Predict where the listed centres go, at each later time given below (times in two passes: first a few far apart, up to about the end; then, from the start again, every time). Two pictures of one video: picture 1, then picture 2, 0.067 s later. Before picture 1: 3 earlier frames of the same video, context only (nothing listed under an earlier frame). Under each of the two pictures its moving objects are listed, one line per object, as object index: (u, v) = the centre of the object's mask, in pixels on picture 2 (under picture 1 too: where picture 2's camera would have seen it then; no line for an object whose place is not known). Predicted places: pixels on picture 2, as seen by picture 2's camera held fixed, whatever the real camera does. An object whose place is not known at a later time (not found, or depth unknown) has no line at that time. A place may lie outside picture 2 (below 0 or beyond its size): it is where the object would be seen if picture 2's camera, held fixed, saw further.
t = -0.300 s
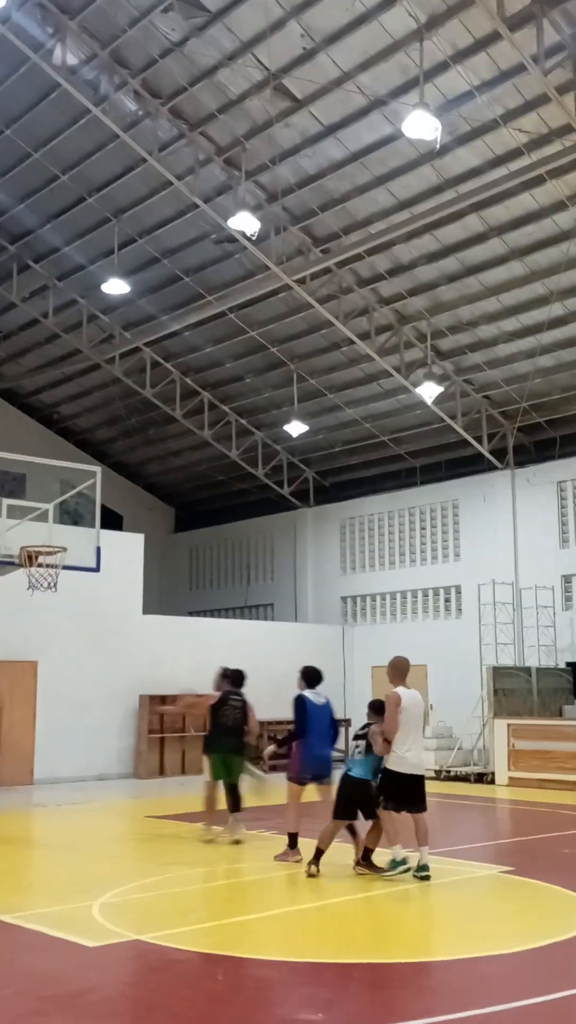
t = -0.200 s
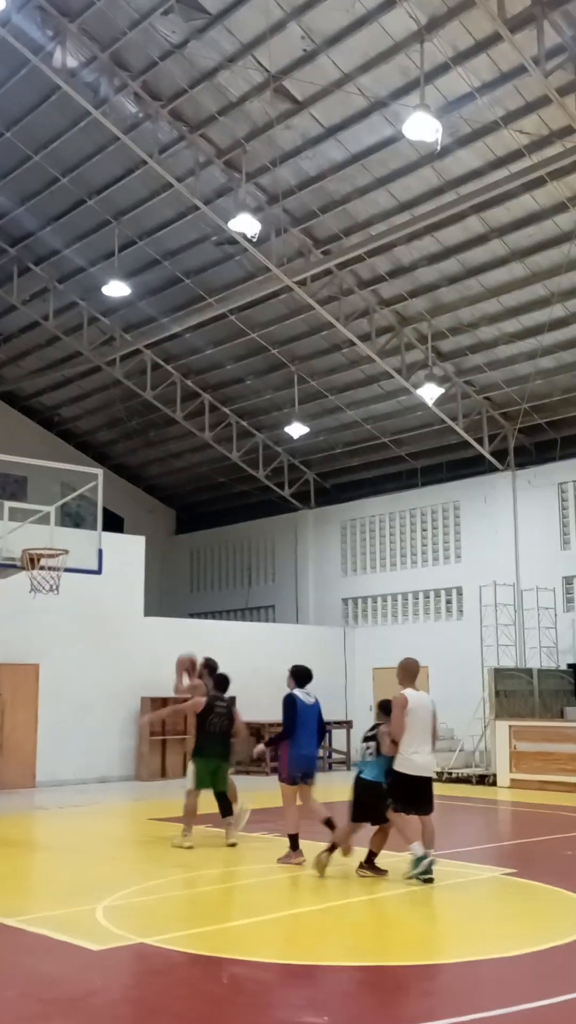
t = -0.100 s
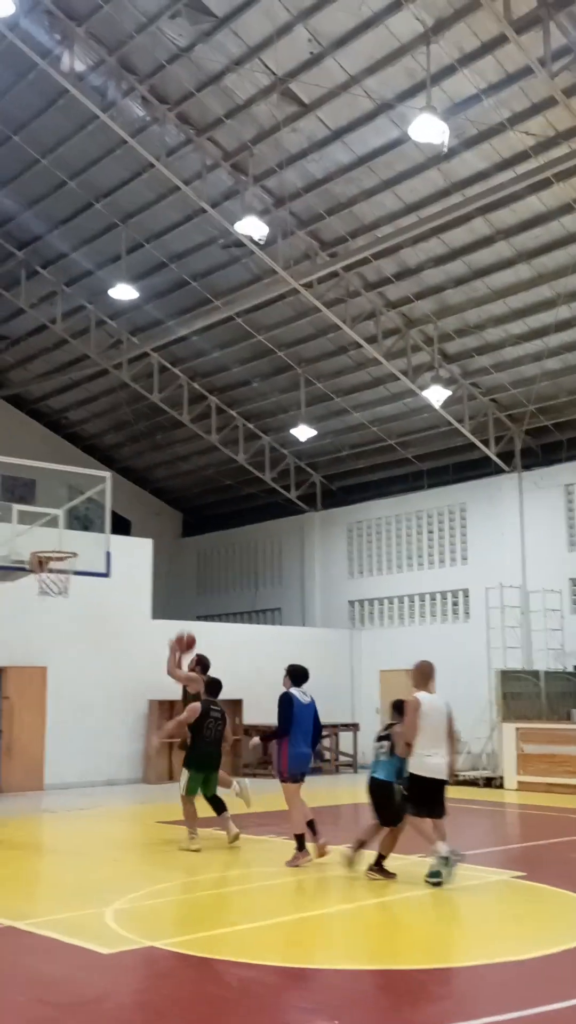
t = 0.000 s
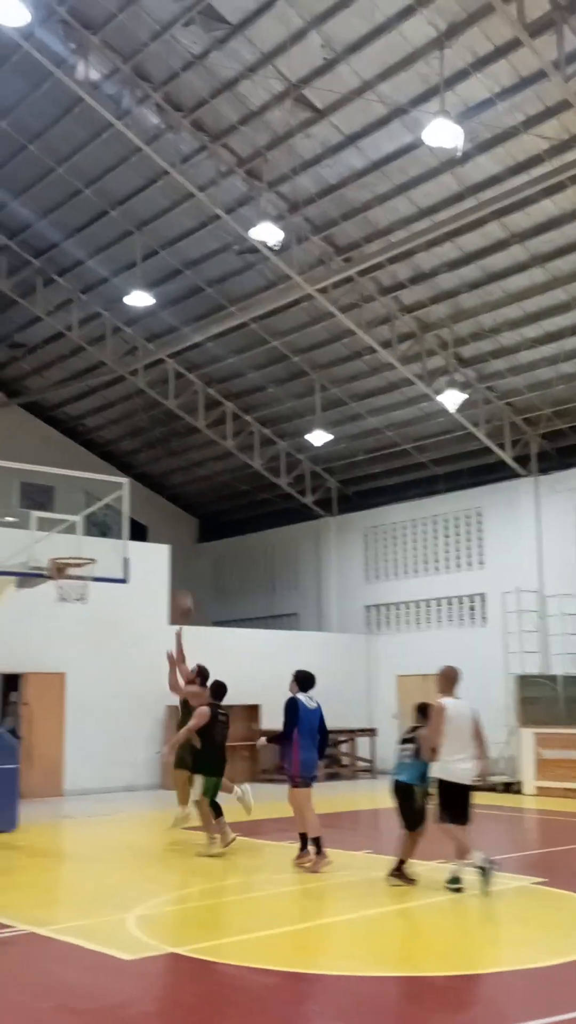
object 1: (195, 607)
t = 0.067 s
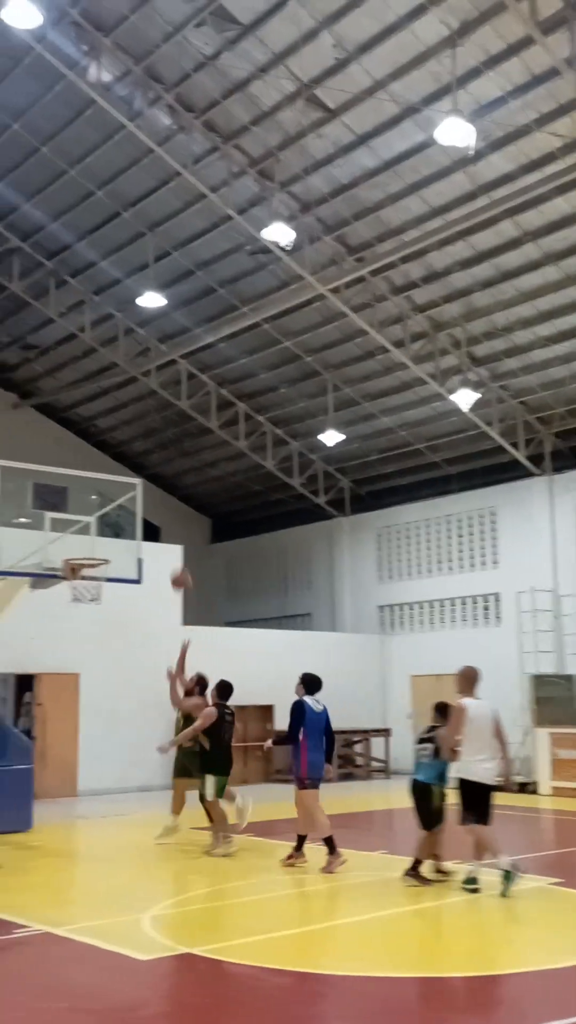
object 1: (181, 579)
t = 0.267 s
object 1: (137, 528)
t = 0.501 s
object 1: (95, 507)
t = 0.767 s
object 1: (76, 548)
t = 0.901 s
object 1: (84, 540)
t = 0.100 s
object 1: (173, 569)
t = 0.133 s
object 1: (166, 559)
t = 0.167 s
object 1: (159, 547)
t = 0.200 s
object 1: (151, 538)
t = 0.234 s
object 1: (145, 532)
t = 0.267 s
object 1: (137, 528)
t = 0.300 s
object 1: (128, 523)
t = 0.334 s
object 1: (120, 516)
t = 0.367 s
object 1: (112, 513)
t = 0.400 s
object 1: (105, 508)
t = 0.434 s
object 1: (98, 506)
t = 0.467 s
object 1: (96, 505)
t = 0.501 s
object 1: (95, 507)
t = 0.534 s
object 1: (92, 509)
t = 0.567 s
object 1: (91, 512)
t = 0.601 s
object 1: (88, 516)
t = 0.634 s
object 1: (85, 521)
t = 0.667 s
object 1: (82, 527)
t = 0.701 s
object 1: (80, 533)
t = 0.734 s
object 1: (78, 541)
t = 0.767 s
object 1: (76, 548)
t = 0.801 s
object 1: (78, 545)
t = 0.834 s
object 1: (80, 542)
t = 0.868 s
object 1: (82, 541)
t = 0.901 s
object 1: (84, 540)
